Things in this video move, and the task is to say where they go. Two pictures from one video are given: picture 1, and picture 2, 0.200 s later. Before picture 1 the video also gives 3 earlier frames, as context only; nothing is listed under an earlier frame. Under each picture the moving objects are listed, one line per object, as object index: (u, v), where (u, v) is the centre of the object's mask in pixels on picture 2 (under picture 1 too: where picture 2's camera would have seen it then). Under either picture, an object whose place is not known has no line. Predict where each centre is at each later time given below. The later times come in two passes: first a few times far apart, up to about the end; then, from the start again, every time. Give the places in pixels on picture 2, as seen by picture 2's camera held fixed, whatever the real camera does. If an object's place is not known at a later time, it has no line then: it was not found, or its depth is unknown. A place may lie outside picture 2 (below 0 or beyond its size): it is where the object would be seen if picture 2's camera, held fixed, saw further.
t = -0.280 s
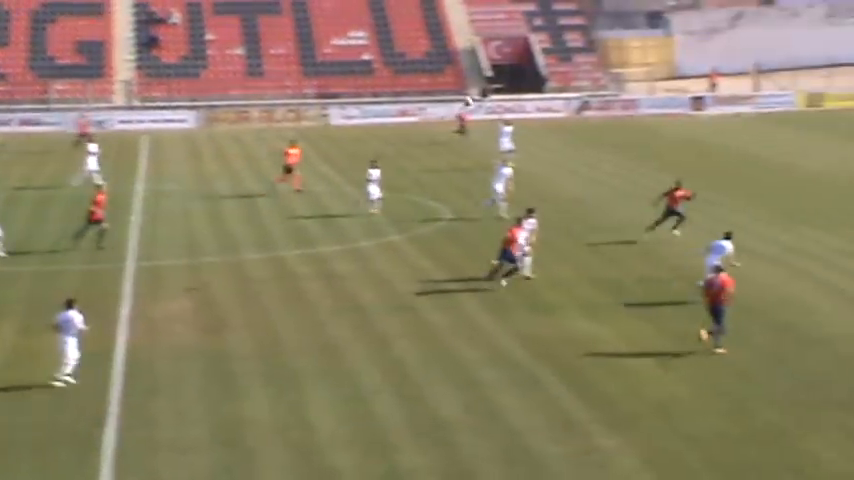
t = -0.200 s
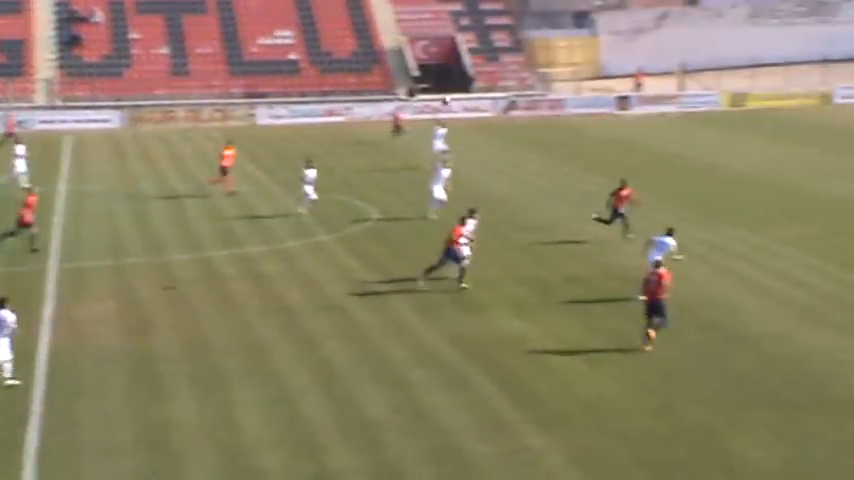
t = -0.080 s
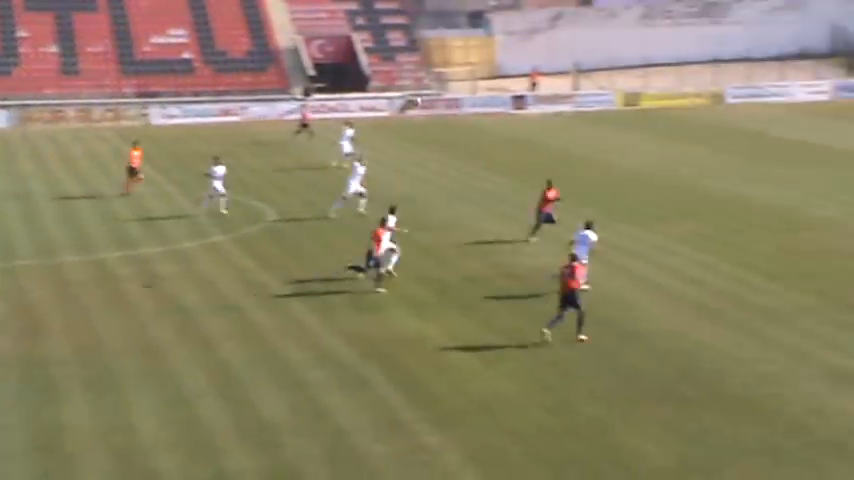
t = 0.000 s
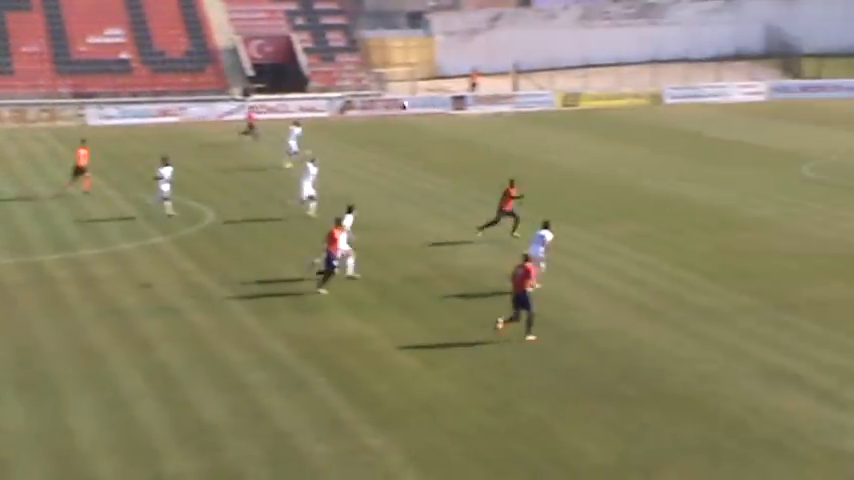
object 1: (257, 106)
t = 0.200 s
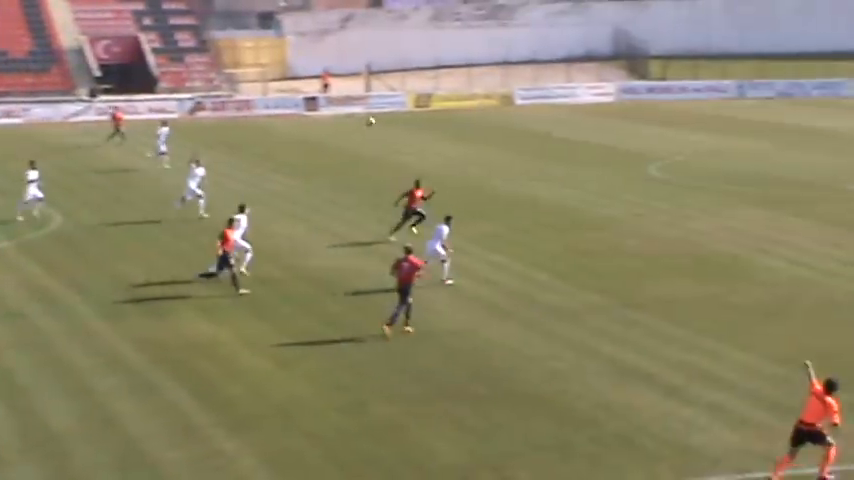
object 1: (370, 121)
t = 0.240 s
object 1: (392, 125)
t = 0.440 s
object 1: (497, 154)
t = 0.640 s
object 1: (595, 192)
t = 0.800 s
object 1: (670, 229)
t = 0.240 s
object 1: (392, 125)
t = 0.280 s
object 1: (414, 131)
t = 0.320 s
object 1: (434, 136)
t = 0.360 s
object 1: (456, 141)
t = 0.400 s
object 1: (476, 148)
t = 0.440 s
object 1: (497, 154)
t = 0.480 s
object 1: (517, 161)
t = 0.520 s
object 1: (537, 168)
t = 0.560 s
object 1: (556, 176)
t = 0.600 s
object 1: (575, 184)
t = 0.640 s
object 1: (595, 192)
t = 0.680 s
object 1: (613, 201)
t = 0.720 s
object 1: (632, 209)
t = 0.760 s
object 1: (651, 219)
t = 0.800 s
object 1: (670, 229)
